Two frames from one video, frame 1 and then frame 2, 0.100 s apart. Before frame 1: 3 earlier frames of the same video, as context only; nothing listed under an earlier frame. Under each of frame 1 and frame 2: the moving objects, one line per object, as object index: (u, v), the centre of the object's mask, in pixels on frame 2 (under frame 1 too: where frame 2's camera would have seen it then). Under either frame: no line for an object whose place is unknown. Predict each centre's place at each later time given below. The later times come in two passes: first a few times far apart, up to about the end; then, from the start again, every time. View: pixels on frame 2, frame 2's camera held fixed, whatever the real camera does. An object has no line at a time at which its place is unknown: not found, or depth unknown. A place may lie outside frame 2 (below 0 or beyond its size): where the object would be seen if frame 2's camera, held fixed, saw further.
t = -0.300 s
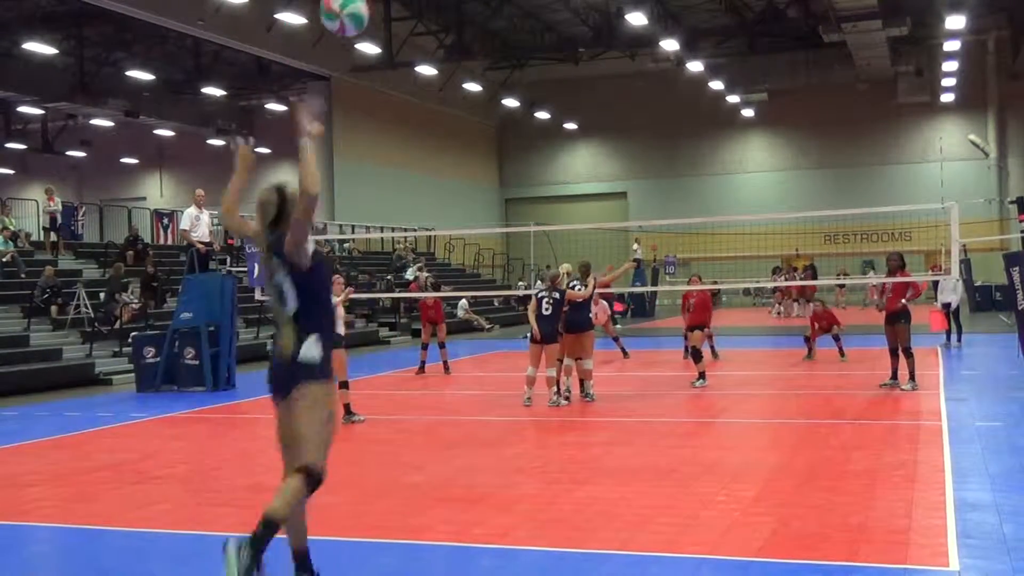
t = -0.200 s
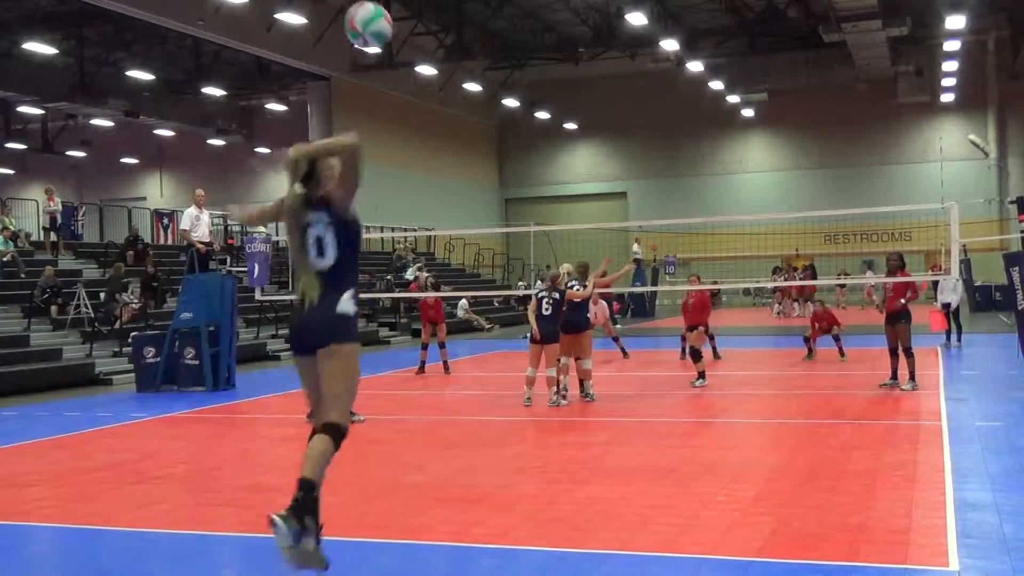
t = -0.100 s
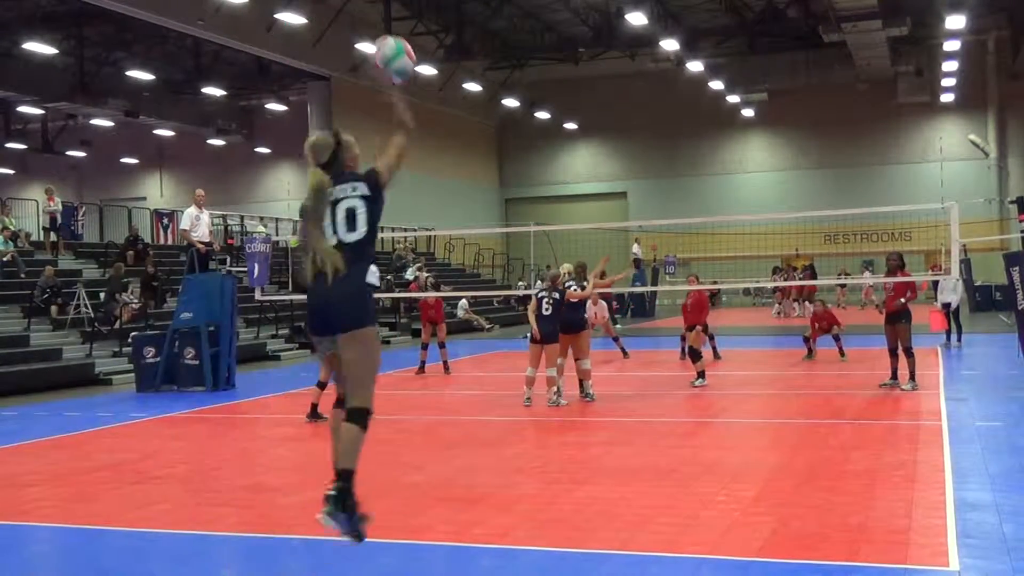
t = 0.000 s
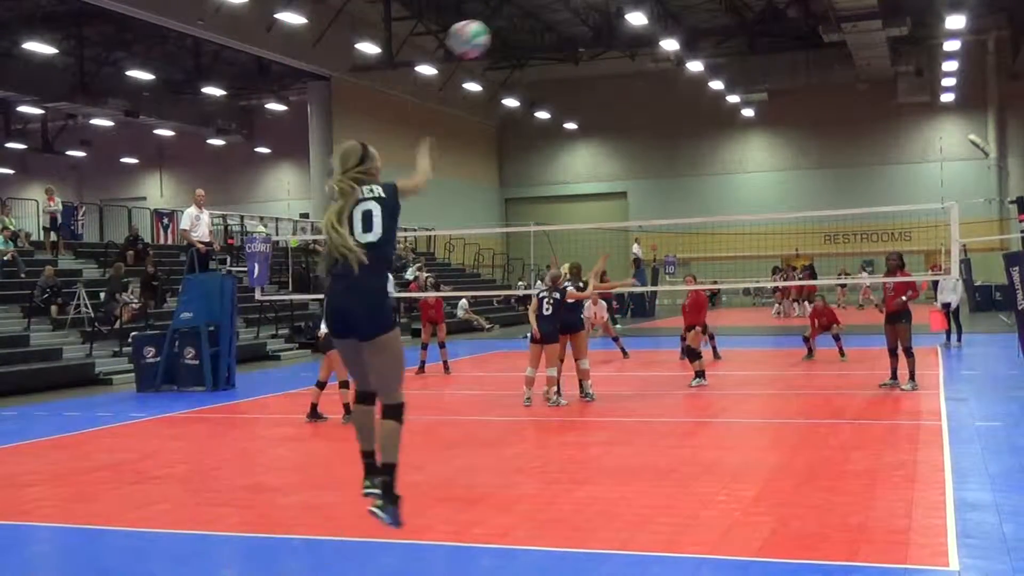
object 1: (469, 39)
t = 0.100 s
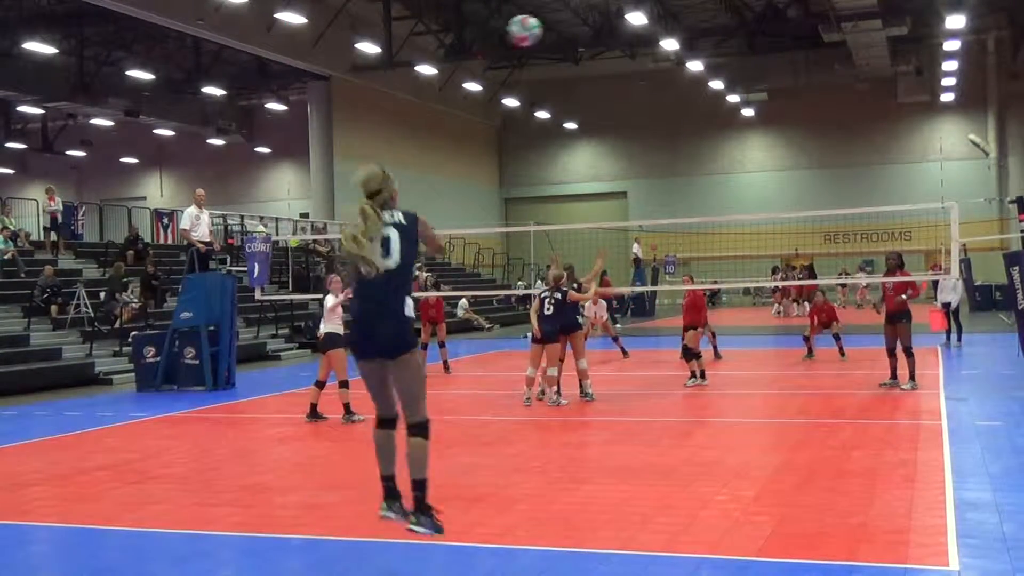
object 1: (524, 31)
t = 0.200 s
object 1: (564, 36)
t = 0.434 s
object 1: (631, 84)
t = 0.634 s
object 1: (669, 142)
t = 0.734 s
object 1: (683, 172)
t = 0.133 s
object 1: (539, 31)
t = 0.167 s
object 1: (552, 33)
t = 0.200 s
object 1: (564, 36)
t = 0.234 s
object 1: (575, 40)
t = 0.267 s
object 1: (586, 46)
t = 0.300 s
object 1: (596, 52)
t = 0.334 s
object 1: (606, 58)
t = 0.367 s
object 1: (615, 66)
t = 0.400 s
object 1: (623, 75)
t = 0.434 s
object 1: (631, 84)
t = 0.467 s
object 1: (638, 93)
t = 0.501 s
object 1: (645, 102)
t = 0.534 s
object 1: (651, 112)
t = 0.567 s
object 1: (657, 122)
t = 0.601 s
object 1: (663, 132)
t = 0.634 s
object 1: (669, 142)
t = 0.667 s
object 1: (675, 152)
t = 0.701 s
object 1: (679, 162)
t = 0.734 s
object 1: (683, 172)
